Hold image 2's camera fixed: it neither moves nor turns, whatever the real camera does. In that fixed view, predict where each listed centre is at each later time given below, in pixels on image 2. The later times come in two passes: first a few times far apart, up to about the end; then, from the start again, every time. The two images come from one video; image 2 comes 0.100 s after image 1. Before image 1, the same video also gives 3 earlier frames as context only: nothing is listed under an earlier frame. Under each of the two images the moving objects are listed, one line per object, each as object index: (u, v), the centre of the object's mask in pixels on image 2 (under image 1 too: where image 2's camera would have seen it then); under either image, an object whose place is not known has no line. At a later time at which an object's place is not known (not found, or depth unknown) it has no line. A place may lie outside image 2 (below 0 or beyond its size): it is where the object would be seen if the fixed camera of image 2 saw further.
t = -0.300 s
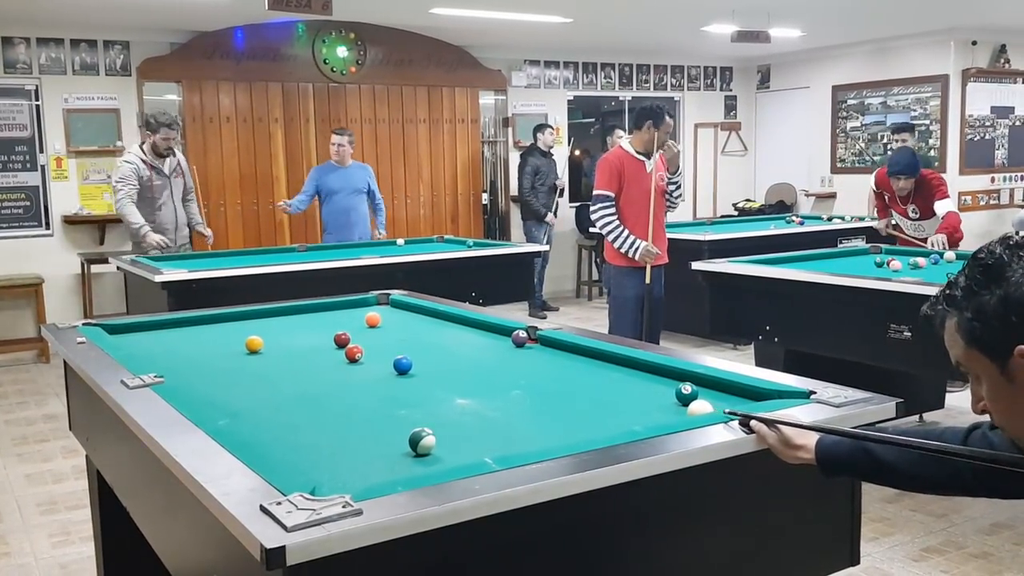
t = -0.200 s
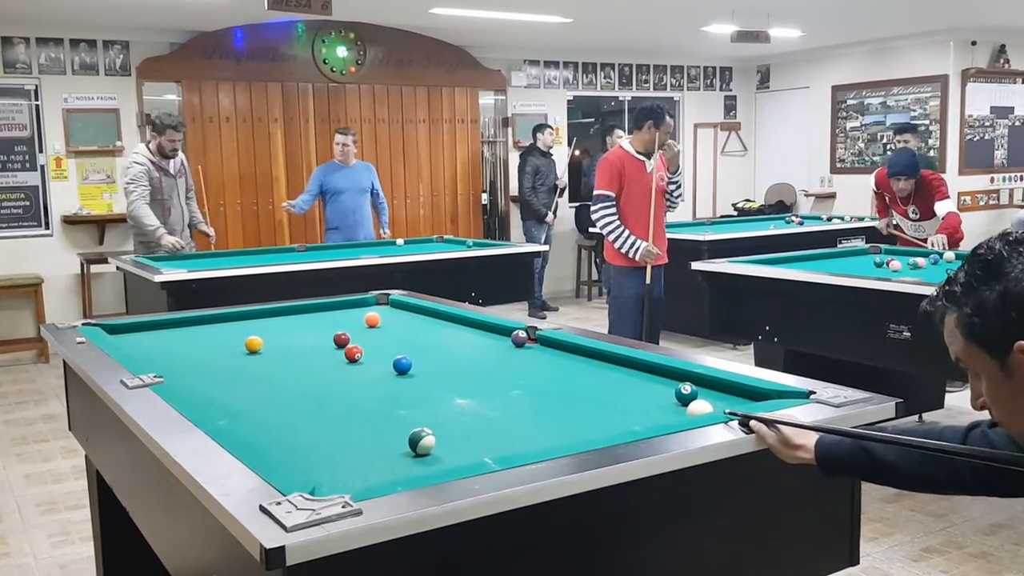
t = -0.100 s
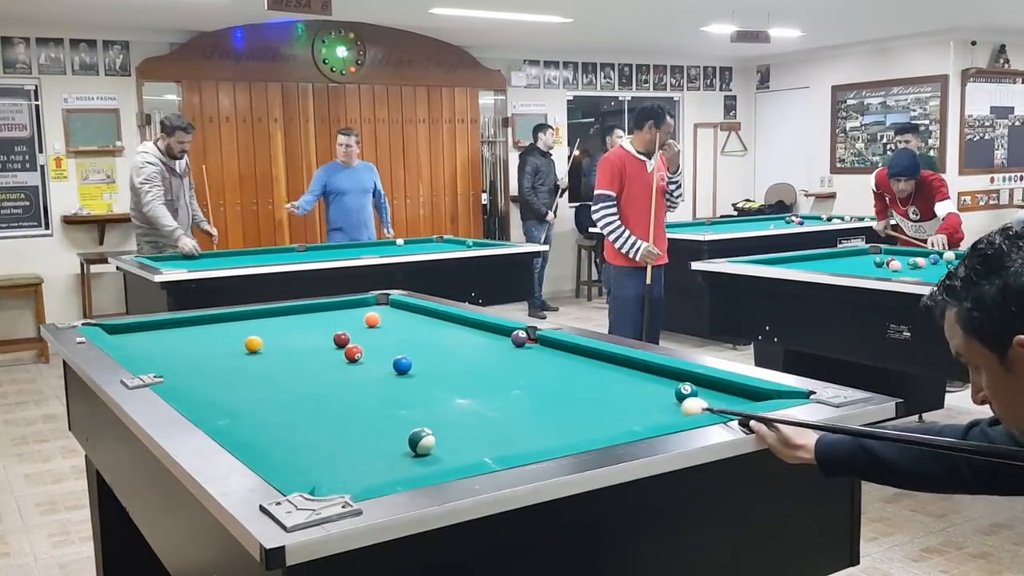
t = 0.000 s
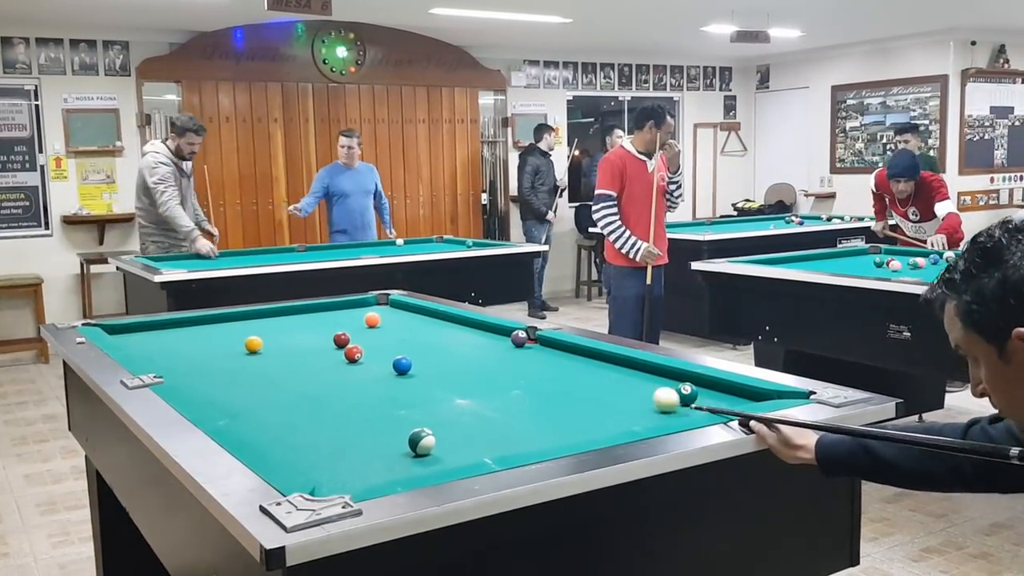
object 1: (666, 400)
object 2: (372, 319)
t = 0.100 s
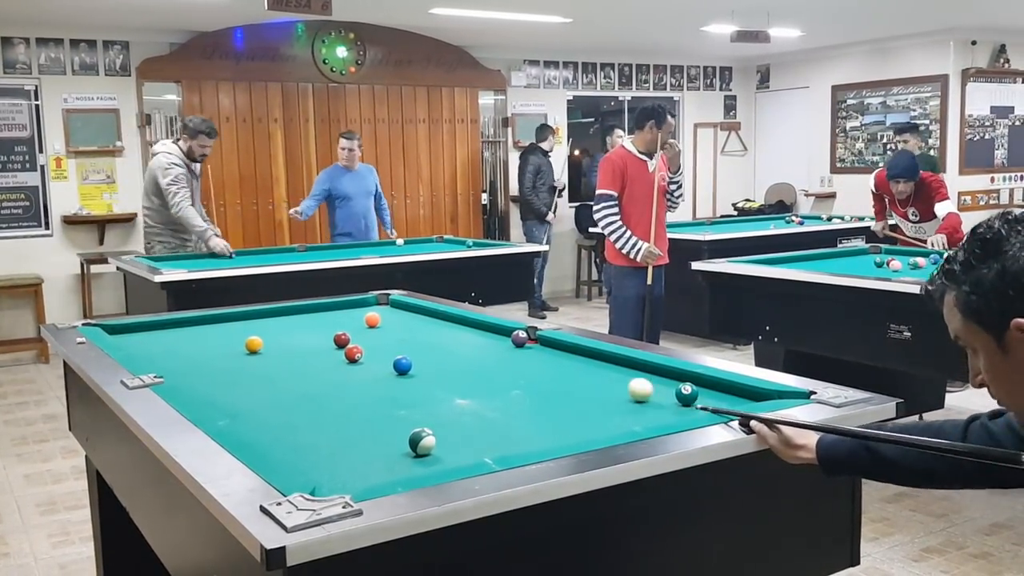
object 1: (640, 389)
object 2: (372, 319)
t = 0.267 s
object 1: (602, 375)
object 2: (372, 319)
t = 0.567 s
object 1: (547, 354)
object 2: (372, 319)
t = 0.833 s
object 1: (507, 340)
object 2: (372, 319)
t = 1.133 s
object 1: (458, 333)
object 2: (372, 319)
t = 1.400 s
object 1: (421, 327)
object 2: (372, 319)
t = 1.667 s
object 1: (389, 323)
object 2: (372, 319)
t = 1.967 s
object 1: (367, 321)
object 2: (360, 314)
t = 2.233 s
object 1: (354, 320)
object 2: (353, 310)
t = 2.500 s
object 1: (343, 321)
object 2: (346, 309)
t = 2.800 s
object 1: (333, 321)
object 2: (338, 308)
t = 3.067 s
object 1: (327, 320)
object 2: (334, 306)
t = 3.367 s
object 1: (324, 321)
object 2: (331, 305)
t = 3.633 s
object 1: (323, 321)
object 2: (332, 306)
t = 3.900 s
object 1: (323, 321)
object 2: (333, 307)
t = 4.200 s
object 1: (324, 321)
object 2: (334, 307)
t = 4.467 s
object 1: (324, 321)
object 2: (336, 307)
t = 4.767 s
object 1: (324, 321)
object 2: (336, 308)
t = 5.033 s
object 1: (324, 321)
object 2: (336, 307)
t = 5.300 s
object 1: (324, 321)
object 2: (336, 307)
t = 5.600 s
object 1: (324, 321)
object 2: (336, 307)
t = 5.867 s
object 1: (324, 321)
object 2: (336, 308)
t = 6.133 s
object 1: (324, 321)
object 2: (336, 307)
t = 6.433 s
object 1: (324, 321)
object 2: (336, 307)
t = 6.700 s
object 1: (324, 321)
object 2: (336, 307)
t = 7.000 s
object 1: (324, 321)
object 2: (336, 308)
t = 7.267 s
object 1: (324, 321)
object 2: (336, 307)
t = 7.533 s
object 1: (324, 321)
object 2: (336, 307)
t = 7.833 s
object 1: (324, 321)
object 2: (336, 307)
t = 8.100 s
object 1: (324, 321)
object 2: (336, 307)
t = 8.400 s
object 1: (324, 321)
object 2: (336, 307)
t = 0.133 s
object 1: (632, 386)
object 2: (372, 319)
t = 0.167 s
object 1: (624, 383)
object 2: (372, 319)
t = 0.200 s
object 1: (616, 380)
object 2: (372, 319)
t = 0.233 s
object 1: (609, 378)
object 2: (372, 319)
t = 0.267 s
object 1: (602, 375)
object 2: (372, 319)
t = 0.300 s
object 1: (595, 372)
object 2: (372, 319)
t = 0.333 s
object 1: (588, 370)
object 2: (372, 319)
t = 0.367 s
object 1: (582, 367)
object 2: (372, 319)
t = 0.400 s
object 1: (576, 365)
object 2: (372, 319)
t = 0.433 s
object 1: (570, 363)
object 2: (372, 319)
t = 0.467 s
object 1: (564, 360)
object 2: (372, 319)
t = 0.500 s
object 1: (558, 358)
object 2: (372, 319)
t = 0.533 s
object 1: (552, 356)
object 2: (372, 319)
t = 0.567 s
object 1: (547, 354)
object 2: (372, 319)
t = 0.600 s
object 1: (542, 352)
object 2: (372, 319)
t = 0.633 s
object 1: (537, 350)
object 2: (372, 319)
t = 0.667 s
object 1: (532, 348)
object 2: (372, 319)
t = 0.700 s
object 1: (527, 346)
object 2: (372, 319)
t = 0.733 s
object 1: (522, 345)
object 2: (372, 319)
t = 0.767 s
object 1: (518, 343)
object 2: (372, 319)
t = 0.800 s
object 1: (513, 341)
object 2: (372, 319)
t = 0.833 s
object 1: (507, 340)
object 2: (372, 319)
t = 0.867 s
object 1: (502, 339)
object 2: (372, 319)
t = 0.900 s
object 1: (496, 338)
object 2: (372, 319)
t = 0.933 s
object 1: (490, 337)
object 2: (372, 319)
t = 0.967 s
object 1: (485, 337)
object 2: (372, 319)
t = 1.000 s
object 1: (479, 336)
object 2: (372, 319)
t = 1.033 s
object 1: (474, 335)
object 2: (372, 319)
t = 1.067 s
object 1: (468, 335)
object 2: (372, 319)
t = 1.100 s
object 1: (463, 334)
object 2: (372, 319)
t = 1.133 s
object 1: (458, 333)
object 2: (372, 319)
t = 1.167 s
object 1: (453, 332)
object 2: (372, 319)
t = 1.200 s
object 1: (449, 331)
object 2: (372, 319)
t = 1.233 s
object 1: (444, 331)
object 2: (372, 319)
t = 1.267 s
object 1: (439, 330)
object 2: (372, 319)
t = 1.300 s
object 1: (435, 329)
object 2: (372, 319)
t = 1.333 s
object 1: (430, 329)
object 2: (372, 319)
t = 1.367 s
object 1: (426, 328)
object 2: (372, 319)
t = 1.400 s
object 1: (421, 327)
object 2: (372, 319)
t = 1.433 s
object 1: (417, 327)
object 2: (372, 319)
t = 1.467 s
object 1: (413, 326)
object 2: (372, 319)
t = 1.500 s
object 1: (409, 326)
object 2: (372, 319)
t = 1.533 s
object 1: (405, 325)
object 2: (372, 319)
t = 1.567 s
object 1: (401, 324)
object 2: (372, 319)
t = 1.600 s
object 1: (397, 324)
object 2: (372, 319)
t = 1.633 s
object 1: (393, 323)
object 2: (372, 319)
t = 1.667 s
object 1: (389, 323)
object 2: (372, 319)
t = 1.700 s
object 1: (385, 322)
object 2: (371, 319)
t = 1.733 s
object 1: (381, 321)
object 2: (370, 318)
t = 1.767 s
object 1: (378, 321)
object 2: (369, 318)
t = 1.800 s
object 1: (376, 321)
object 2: (367, 317)
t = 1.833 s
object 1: (374, 321)
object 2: (365, 317)
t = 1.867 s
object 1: (372, 321)
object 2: (363, 316)
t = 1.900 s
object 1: (370, 321)
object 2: (362, 316)
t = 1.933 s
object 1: (368, 321)
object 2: (361, 314)
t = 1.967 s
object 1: (367, 321)
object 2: (360, 314)
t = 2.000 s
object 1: (365, 321)
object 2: (359, 313)
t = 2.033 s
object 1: (363, 321)
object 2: (359, 312)
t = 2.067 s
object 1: (361, 321)
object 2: (357, 312)
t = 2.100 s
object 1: (360, 321)
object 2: (356, 312)
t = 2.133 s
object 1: (358, 321)
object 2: (355, 311)
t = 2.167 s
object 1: (357, 320)
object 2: (355, 311)
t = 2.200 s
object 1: (355, 321)
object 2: (354, 311)
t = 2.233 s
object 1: (354, 320)
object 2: (353, 310)
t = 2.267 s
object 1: (352, 320)
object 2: (352, 310)
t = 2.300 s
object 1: (351, 320)
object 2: (351, 310)
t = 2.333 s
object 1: (349, 321)
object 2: (350, 310)
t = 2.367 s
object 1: (348, 321)
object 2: (349, 310)
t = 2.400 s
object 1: (347, 320)
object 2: (348, 310)
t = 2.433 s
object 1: (345, 321)
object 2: (347, 309)
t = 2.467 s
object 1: (344, 321)
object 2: (347, 309)
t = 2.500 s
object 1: (343, 321)
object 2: (346, 309)
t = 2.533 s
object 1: (341, 321)
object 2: (345, 309)
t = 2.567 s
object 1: (340, 321)
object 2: (344, 309)
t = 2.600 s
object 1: (339, 321)
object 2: (343, 308)
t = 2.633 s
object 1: (338, 321)
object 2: (342, 308)
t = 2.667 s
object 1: (337, 321)
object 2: (341, 308)
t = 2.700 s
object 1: (336, 320)
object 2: (340, 308)
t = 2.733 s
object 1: (335, 321)
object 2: (340, 308)
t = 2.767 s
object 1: (334, 321)
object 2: (339, 308)
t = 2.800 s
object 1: (333, 321)
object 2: (338, 308)
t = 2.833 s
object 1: (332, 321)
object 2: (337, 308)
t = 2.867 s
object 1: (331, 321)
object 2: (337, 307)
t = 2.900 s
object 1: (331, 320)
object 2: (336, 307)
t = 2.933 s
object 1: (330, 321)
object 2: (336, 307)
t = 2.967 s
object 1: (329, 321)
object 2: (335, 307)
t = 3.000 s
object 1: (329, 321)
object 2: (334, 307)
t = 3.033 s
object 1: (328, 321)
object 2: (334, 306)
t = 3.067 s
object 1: (327, 320)
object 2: (334, 306)
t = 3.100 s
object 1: (327, 321)
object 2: (333, 306)
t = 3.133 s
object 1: (326, 321)
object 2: (332, 306)
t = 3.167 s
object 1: (326, 321)
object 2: (332, 305)
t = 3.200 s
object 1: (326, 321)
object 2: (331, 305)
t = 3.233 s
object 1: (325, 321)
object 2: (331, 305)
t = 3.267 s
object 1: (325, 321)
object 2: (331, 305)
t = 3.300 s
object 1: (324, 321)
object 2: (330, 305)
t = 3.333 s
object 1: (324, 321)
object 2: (330, 305)
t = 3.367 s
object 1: (324, 321)
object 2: (331, 305)
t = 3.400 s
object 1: (323, 321)
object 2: (331, 305)
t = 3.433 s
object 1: (323, 321)
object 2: (331, 305)
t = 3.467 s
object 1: (323, 321)
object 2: (331, 305)
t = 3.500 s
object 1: (323, 321)
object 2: (332, 305)
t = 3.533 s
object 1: (323, 321)
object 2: (332, 305)
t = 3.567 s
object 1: (323, 321)
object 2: (332, 306)
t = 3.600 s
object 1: (323, 321)
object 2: (332, 306)
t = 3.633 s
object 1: (323, 321)
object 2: (332, 306)
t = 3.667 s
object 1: (323, 321)
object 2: (332, 306)
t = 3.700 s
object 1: (323, 321)
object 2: (332, 306)
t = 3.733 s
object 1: (323, 321)
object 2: (333, 306)
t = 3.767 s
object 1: (323, 321)
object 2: (333, 306)
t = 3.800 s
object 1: (323, 321)
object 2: (333, 306)
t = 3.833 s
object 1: (323, 321)
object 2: (333, 306)
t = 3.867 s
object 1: (323, 321)
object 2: (333, 307)
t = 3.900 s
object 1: (323, 321)
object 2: (333, 307)
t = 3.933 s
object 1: (323, 321)
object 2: (333, 307)
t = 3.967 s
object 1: (323, 321)
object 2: (333, 307)
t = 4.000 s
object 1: (323, 321)
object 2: (333, 307)
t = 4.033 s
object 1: (324, 321)
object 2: (333, 307)
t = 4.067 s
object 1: (324, 321)
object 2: (334, 307)
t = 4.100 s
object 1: (323, 321)
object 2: (334, 307)
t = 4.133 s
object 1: (324, 321)
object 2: (334, 307)
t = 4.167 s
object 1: (324, 321)
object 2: (334, 307)
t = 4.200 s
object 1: (324, 321)
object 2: (334, 307)
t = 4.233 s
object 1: (324, 321)
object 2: (334, 307)
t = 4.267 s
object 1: (324, 321)
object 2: (335, 307)
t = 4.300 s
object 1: (324, 321)
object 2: (335, 308)
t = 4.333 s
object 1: (324, 321)
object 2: (335, 308)
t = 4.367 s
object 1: (324, 321)
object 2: (335, 308)
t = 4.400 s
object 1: (324, 321)
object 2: (335, 307)
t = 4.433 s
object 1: (324, 321)
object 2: (336, 307)
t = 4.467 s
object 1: (324, 321)
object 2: (336, 307)
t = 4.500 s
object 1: (324, 321)
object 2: (336, 308)
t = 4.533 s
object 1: (324, 321)
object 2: (336, 308)
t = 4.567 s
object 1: (324, 321)
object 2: (336, 307)
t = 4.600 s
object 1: (324, 321)
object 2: (336, 308)
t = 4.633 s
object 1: (324, 321)
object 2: (336, 308)
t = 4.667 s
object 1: (324, 321)
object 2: (336, 308)
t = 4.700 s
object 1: (324, 321)
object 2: (336, 308)
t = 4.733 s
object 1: (324, 321)
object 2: (336, 308)
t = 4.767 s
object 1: (324, 321)
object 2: (336, 308)
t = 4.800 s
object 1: (324, 321)
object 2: (336, 308)
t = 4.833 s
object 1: (324, 321)
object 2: (336, 308)
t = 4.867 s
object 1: (324, 321)
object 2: (336, 308)
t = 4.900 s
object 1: (324, 321)
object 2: (336, 307)
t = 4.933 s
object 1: (324, 321)
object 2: (336, 307)
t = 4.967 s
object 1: (324, 321)
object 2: (336, 307)
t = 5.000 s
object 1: (324, 321)
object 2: (336, 308)
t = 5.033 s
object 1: (324, 321)
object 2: (336, 307)
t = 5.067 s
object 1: (324, 321)
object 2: (336, 307)
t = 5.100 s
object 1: (324, 321)
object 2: (336, 307)
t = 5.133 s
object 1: (324, 321)
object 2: (336, 307)
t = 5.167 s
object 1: (324, 321)
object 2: (336, 307)
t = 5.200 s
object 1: (324, 321)
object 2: (336, 307)
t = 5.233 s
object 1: (324, 321)
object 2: (336, 307)
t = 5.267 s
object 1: (324, 321)
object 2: (336, 307)
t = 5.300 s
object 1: (324, 321)
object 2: (336, 307)
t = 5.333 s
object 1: (324, 321)
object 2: (336, 307)
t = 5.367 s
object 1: (324, 321)
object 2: (336, 307)
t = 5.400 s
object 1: (324, 321)
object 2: (336, 308)
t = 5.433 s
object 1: (324, 321)
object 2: (336, 307)
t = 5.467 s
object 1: (324, 321)
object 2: (336, 307)
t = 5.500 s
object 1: (324, 321)
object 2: (336, 307)
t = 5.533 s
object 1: (324, 321)
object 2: (336, 307)
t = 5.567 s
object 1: (324, 321)
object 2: (336, 307)
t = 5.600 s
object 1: (324, 321)
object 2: (336, 307)
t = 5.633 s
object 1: (324, 321)
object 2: (336, 307)
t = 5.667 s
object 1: (324, 321)
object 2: (336, 307)
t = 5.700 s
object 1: (324, 321)
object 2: (336, 308)
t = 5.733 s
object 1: (324, 321)
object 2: (336, 307)
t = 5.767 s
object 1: (324, 321)
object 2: (336, 307)
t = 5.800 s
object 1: (324, 321)
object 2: (336, 307)
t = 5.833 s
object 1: (324, 321)
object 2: (336, 307)
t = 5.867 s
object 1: (324, 321)
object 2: (336, 308)
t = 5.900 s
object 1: (324, 321)
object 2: (336, 307)
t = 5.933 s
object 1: (324, 321)
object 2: (336, 307)
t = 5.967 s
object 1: (324, 321)
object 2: (336, 307)
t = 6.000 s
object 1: (324, 321)
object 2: (336, 307)
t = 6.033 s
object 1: (324, 321)
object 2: (336, 307)
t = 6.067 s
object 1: (324, 321)
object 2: (336, 307)
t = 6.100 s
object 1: (324, 321)
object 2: (336, 307)
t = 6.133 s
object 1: (324, 321)
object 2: (336, 307)
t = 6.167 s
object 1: (324, 321)
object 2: (336, 307)
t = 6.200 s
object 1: (324, 321)
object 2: (336, 307)
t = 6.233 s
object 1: (324, 321)
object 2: (336, 307)
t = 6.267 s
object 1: (324, 321)
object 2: (336, 307)
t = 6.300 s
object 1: (324, 321)
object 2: (336, 307)
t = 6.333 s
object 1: (324, 321)
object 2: (336, 307)
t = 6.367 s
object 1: (324, 321)
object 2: (336, 307)
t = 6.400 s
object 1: (324, 321)
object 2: (336, 307)
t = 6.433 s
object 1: (324, 321)
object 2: (336, 307)
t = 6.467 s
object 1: (324, 321)
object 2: (336, 307)
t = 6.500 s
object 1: (324, 321)
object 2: (336, 307)
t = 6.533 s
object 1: (324, 321)
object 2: (336, 307)
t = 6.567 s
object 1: (324, 321)
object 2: (336, 307)
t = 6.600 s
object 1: (324, 321)
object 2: (336, 307)
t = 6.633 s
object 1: (324, 321)
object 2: (336, 307)
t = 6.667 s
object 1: (324, 321)
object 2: (336, 307)
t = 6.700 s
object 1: (324, 321)
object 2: (336, 307)
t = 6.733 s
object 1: (324, 321)
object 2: (336, 307)
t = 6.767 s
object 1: (324, 321)
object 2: (336, 307)
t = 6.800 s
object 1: (324, 321)
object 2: (336, 307)
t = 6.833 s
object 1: (324, 321)
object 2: (336, 307)
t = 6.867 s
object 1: (324, 321)
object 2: (336, 307)
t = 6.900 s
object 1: (324, 321)
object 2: (336, 307)
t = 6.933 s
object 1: (324, 321)
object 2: (336, 307)
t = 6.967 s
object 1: (324, 321)
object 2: (336, 307)
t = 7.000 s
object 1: (324, 321)
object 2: (336, 308)
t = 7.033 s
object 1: (324, 321)
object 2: (336, 308)
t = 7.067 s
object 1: (324, 321)
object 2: (336, 307)
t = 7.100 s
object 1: (324, 321)
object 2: (336, 307)
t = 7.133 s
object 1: (324, 321)
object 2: (336, 307)
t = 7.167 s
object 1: (324, 321)
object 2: (336, 307)
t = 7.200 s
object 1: (324, 321)
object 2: (336, 307)
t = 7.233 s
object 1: (324, 321)
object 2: (336, 307)
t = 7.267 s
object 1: (324, 321)
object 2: (336, 307)
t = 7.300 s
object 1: (324, 321)
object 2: (336, 307)
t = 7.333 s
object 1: (324, 321)
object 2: (336, 307)
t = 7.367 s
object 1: (324, 321)
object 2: (336, 307)
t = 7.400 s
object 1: (323, 321)
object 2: (336, 307)
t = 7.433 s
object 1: (324, 321)
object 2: (336, 307)
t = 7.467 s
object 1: (324, 321)
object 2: (336, 307)
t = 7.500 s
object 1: (324, 321)
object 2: (336, 308)
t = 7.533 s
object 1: (324, 321)
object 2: (336, 307)
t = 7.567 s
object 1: (324, 321)
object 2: (336, 308)
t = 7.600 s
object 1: (324, 321)
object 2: (336, 308)
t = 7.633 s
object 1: (324, 321)
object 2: (336, 307)
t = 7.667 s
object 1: (324, 321)
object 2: (336, 307)
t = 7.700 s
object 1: (324, 321)
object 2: (336, 307)
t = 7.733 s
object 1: (324, 321)
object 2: (336, 307)
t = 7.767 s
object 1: (324, 321)
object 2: (336, 307)
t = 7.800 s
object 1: (324, 321)
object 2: (336, 307)
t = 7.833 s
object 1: (324, 321)
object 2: (336, 307)
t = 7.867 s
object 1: (324, 321)
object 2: (336, 307)
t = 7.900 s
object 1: (324, 321)
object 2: (336, 307)
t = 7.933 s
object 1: (324, 321)
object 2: (336, 307)
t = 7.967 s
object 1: (324, 321)
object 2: (336, 307)
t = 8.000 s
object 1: (324, 321)
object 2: (336, 307)
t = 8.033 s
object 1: (324, 321)
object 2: (336, 307)
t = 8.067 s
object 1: (324, 321)
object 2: (336, 307)
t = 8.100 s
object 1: (324, 321)
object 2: (336, 307)
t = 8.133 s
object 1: (324, 321)
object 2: (336, 307)
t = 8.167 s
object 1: (324, 321)
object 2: (336, 307)
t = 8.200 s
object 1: (324, 321)
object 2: (336, 307)
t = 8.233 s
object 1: (324, 321)
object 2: (336, 307)
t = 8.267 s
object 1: (324, 321)
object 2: (336, 307)
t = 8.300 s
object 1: (324, 321)
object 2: (336, 307)
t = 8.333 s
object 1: (324, 321)
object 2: (336, 307)
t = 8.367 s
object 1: (324, 321)
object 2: (336, 307)
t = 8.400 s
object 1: (324, 321)
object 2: (336, 307)
